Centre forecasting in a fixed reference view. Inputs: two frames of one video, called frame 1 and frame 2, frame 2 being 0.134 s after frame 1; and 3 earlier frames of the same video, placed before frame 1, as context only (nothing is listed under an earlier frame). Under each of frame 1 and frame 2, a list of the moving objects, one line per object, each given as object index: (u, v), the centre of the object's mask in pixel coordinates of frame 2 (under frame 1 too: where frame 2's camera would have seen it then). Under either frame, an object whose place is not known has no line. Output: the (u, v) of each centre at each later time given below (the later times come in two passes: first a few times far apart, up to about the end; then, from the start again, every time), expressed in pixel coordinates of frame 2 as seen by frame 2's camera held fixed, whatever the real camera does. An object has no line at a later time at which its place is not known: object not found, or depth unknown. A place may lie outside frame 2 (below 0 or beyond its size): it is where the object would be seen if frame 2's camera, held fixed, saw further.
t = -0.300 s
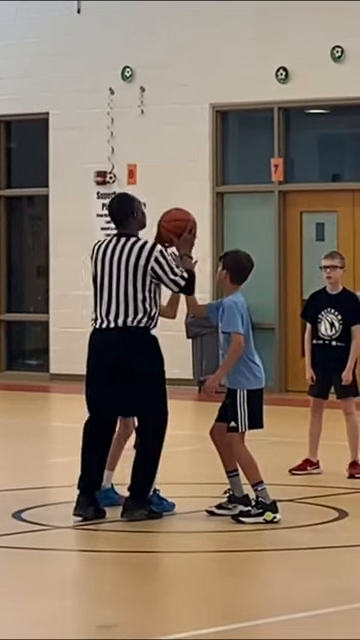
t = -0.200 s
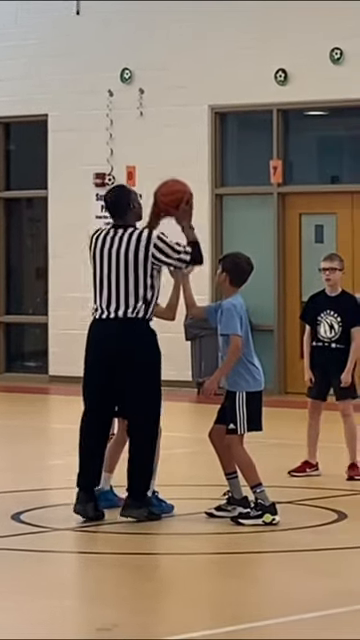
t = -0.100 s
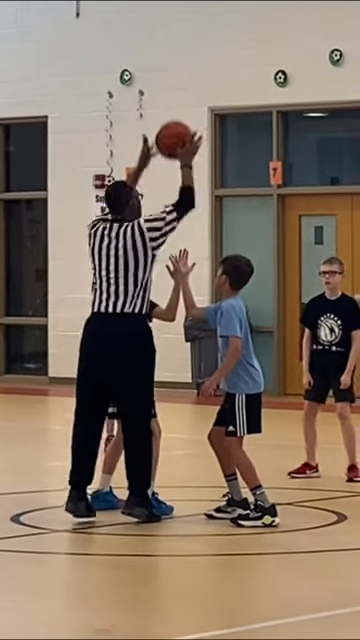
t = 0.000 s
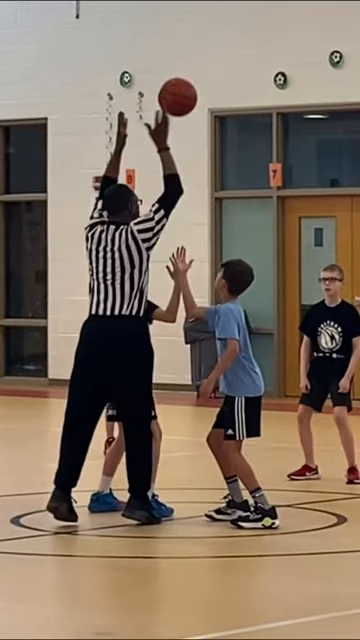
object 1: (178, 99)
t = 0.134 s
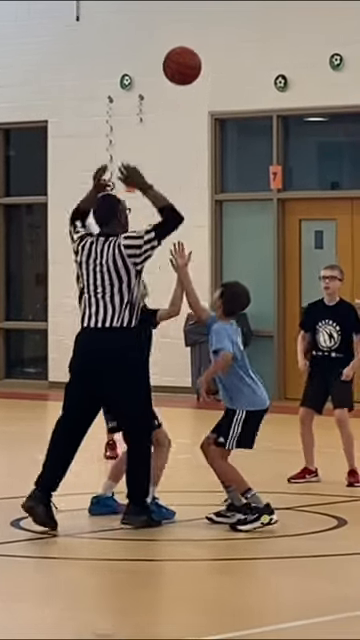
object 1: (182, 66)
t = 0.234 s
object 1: (185, 59)
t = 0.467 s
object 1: (192, 108)
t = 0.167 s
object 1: (183, 61)
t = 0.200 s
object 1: (184, 59)
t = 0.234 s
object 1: (185, 59)
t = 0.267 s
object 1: (186, 61)
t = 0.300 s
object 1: (187, 64)
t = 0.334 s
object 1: (188, 69)
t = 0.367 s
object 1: (189, 77)
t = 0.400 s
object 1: (190, 85)
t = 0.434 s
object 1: (191, 95)
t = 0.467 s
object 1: (192, 108)
